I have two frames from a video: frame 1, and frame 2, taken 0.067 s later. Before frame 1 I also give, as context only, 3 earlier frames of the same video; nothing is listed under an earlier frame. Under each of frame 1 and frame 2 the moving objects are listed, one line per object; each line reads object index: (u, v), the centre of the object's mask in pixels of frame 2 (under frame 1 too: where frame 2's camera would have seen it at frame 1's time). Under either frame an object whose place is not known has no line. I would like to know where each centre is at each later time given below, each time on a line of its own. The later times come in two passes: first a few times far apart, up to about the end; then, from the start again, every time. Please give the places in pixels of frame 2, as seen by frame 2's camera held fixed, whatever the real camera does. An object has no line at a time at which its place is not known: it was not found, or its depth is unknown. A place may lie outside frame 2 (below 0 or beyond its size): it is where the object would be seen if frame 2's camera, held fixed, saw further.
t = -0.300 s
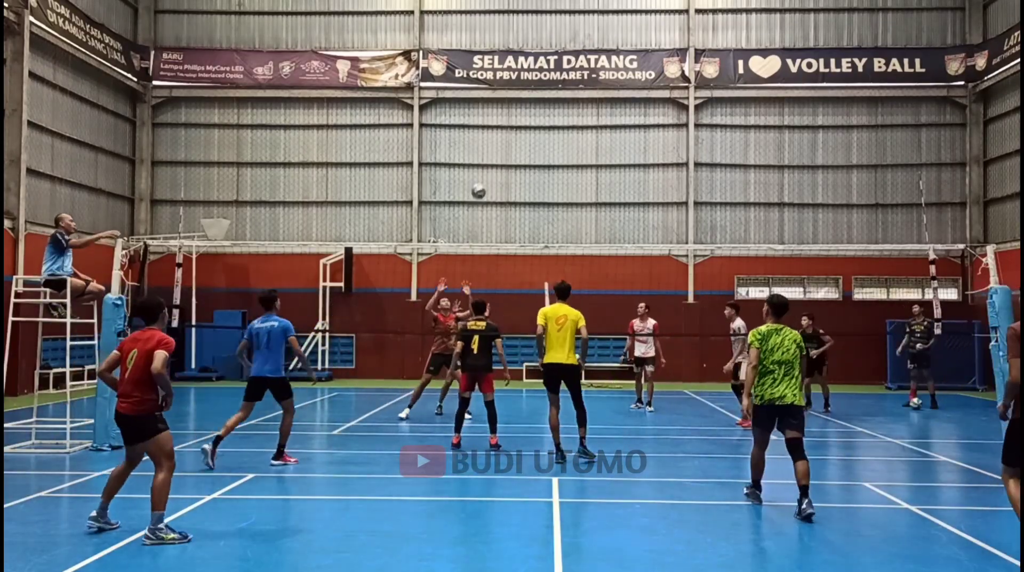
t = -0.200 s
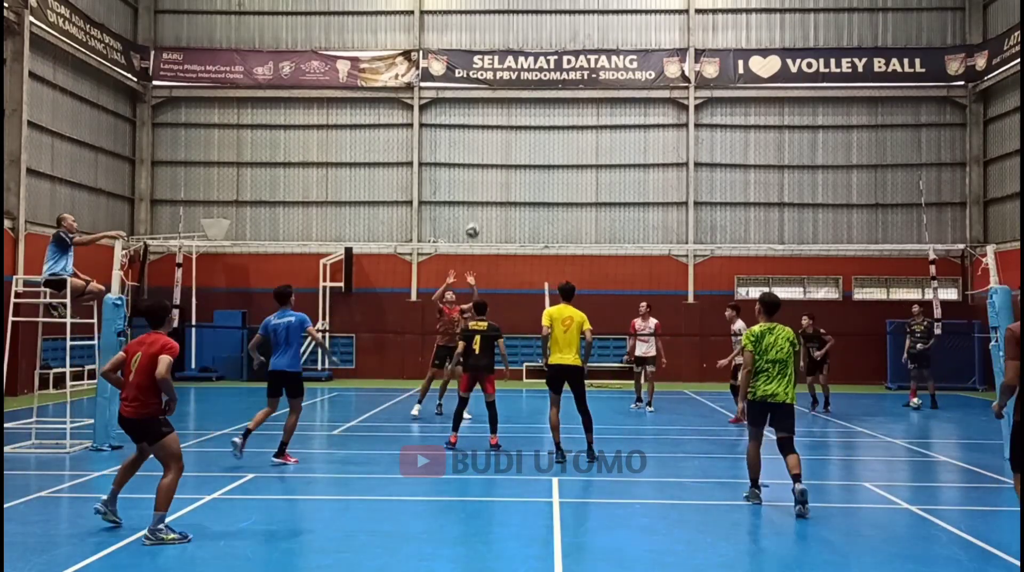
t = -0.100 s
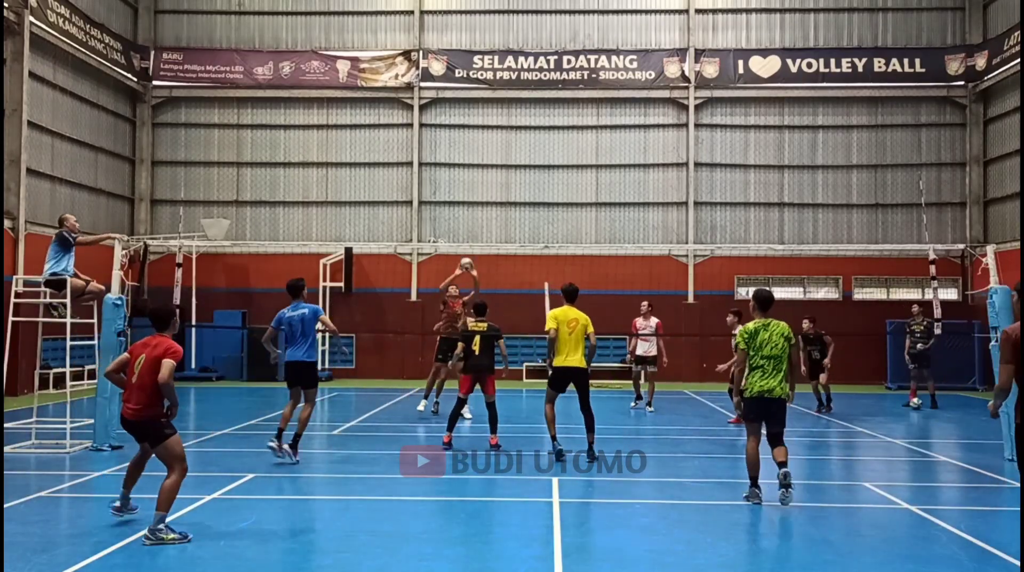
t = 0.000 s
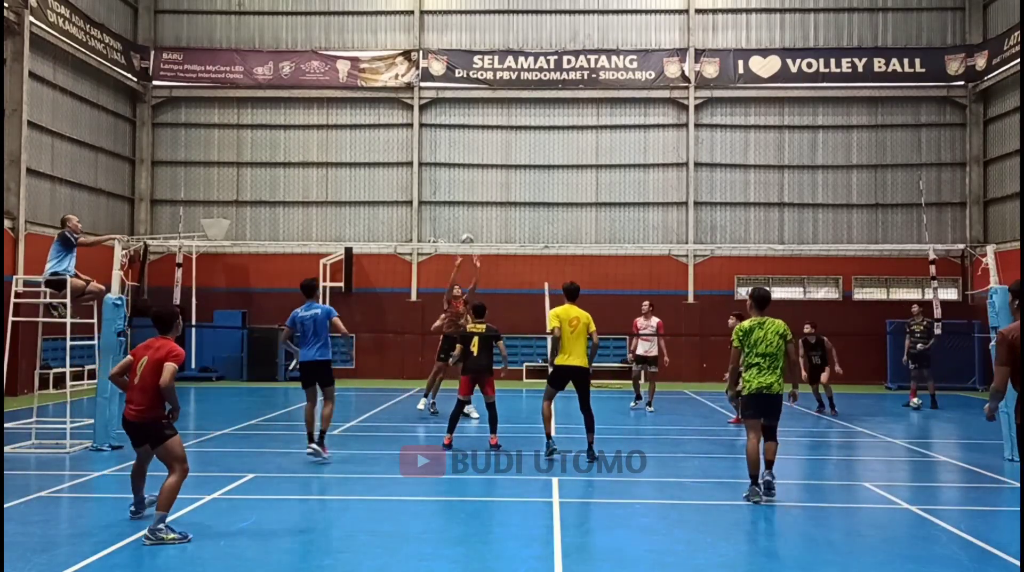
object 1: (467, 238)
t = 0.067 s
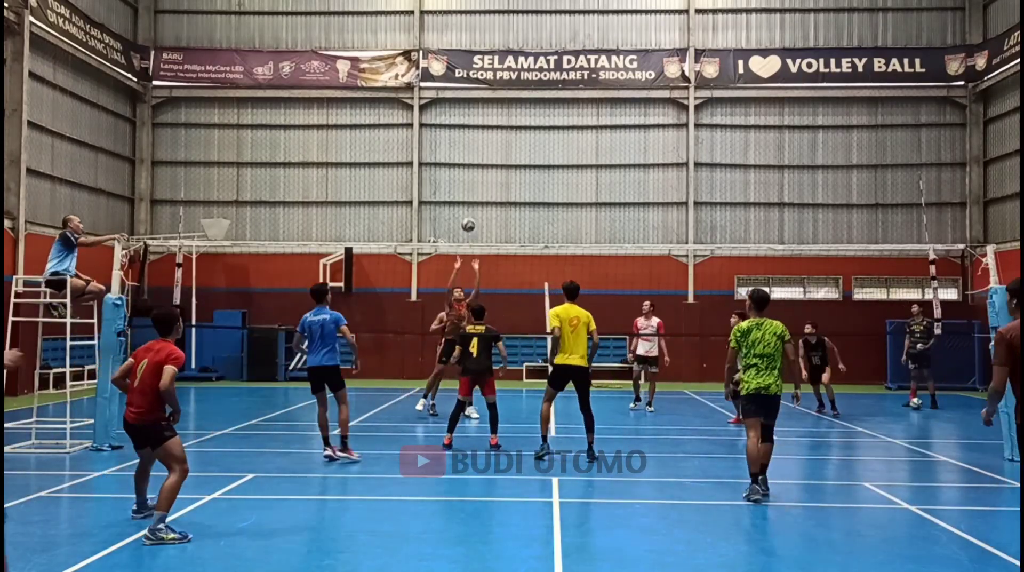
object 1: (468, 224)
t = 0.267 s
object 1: (472, 192)
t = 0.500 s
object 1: (477, 186)
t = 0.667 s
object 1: (480, 207)
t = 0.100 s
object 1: (469, 217)
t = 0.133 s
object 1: (469, 211)
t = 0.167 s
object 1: (470, 205)
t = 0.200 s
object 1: (471, 200)
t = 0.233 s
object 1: (472, 195)
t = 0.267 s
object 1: (472, 192)
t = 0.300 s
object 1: (473, 189)
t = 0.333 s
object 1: (474, 186)
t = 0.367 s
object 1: (474, 185)
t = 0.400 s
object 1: (475, 184)
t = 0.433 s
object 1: (475, 184)
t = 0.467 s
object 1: (476, 185)
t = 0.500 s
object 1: (477, 186)
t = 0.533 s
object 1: (477, 189)
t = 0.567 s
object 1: (478, 192)
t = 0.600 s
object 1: (479, 196)
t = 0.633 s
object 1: (479, 200)
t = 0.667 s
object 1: (480, 207)
